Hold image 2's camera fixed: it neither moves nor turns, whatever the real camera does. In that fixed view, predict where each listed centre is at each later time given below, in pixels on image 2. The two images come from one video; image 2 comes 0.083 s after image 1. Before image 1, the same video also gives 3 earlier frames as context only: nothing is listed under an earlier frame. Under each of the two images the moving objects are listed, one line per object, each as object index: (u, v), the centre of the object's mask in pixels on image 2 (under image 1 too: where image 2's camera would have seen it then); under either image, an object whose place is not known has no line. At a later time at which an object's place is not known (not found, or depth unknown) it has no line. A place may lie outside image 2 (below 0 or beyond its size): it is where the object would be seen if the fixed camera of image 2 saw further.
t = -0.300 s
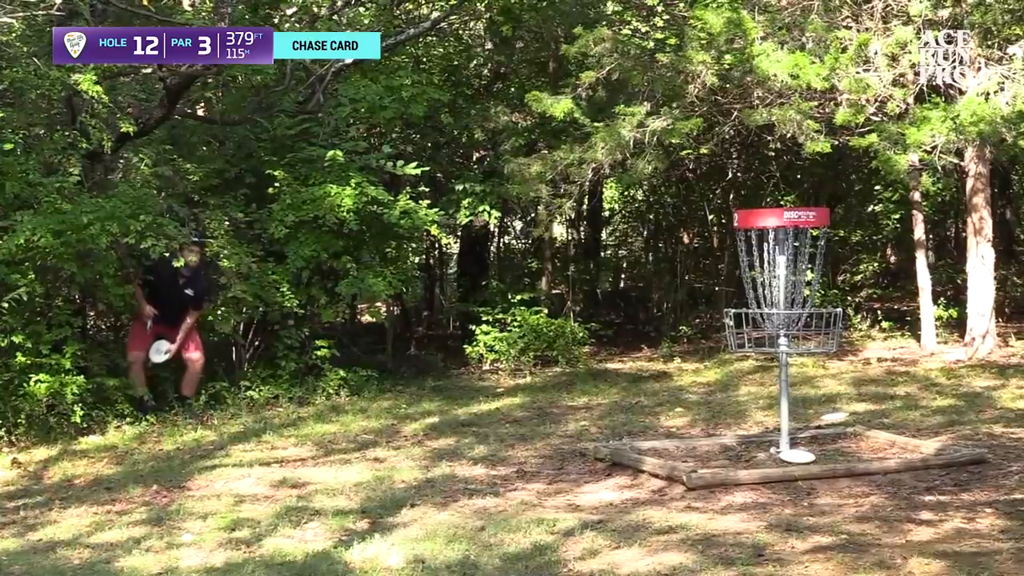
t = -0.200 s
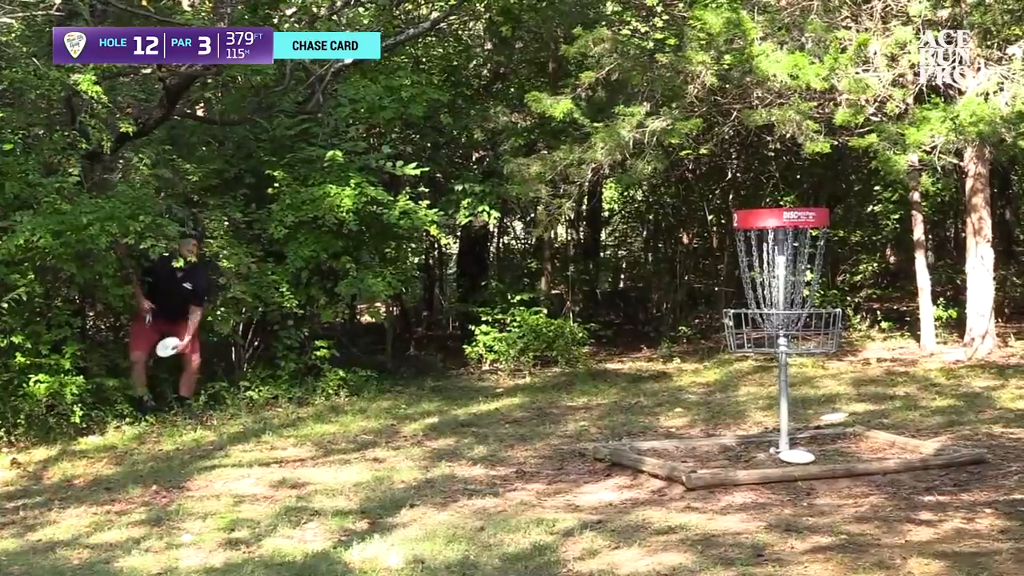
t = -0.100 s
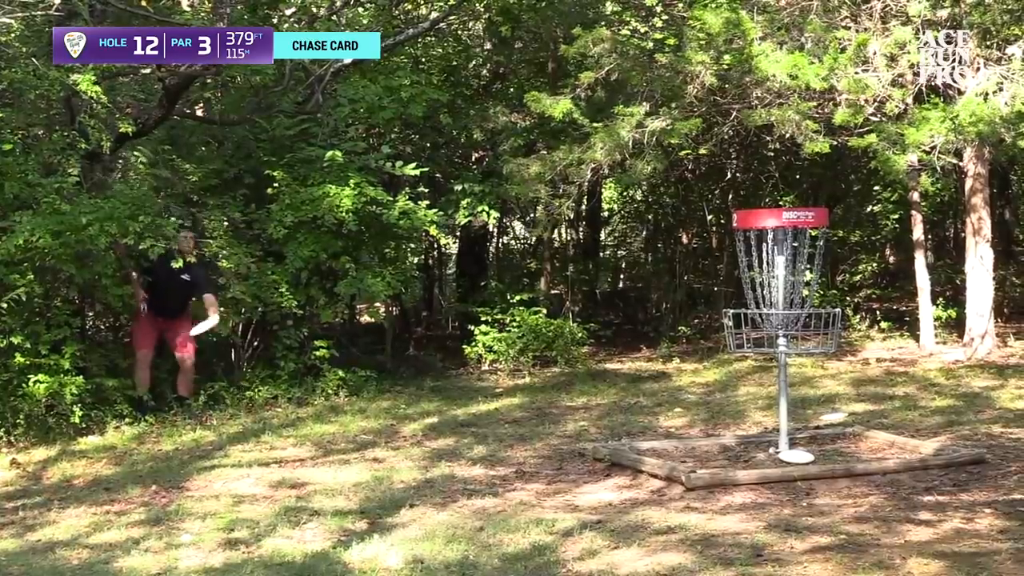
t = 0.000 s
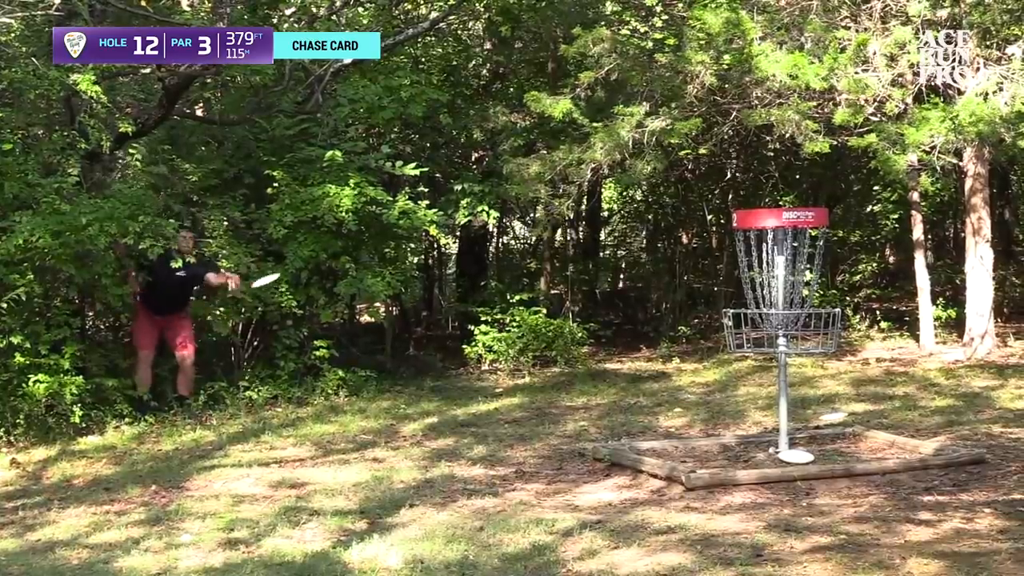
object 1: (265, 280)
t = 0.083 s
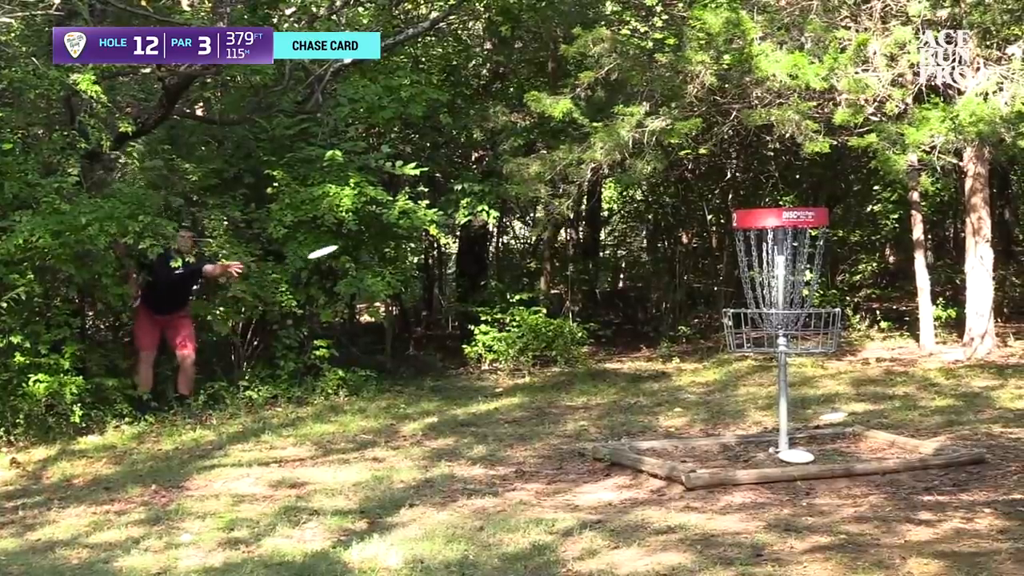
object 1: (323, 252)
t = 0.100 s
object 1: (335, 247)
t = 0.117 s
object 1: (347, 243)
